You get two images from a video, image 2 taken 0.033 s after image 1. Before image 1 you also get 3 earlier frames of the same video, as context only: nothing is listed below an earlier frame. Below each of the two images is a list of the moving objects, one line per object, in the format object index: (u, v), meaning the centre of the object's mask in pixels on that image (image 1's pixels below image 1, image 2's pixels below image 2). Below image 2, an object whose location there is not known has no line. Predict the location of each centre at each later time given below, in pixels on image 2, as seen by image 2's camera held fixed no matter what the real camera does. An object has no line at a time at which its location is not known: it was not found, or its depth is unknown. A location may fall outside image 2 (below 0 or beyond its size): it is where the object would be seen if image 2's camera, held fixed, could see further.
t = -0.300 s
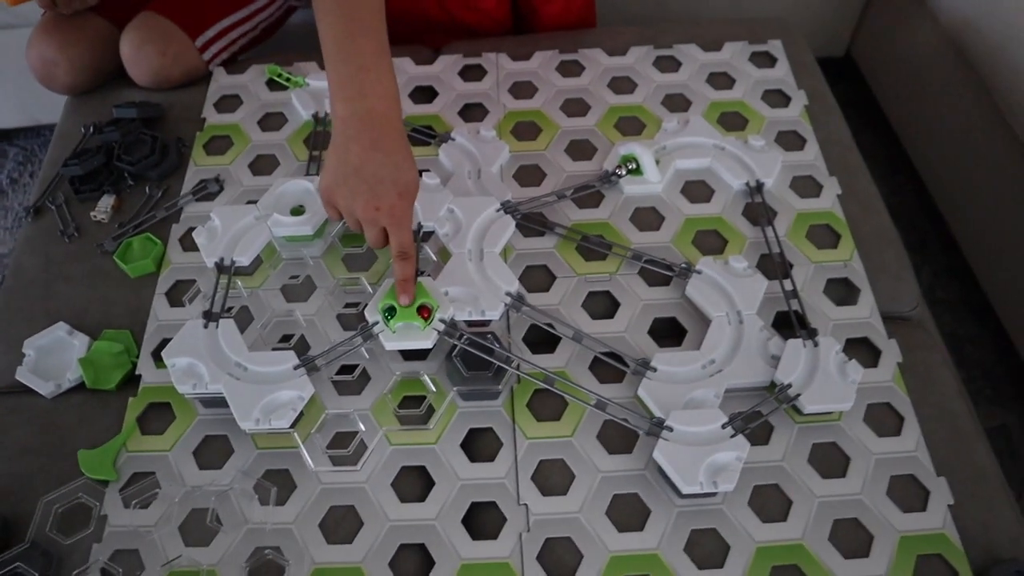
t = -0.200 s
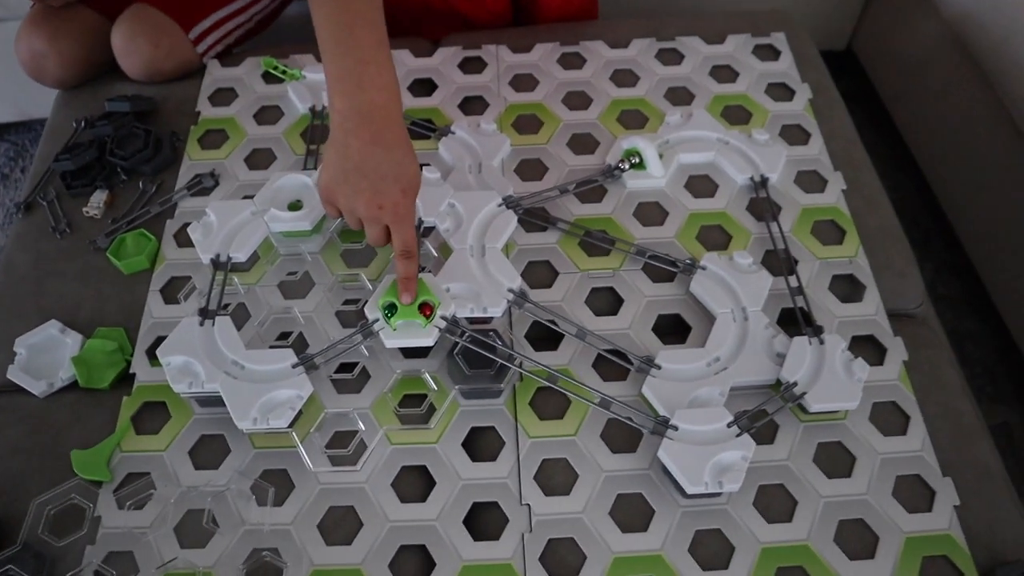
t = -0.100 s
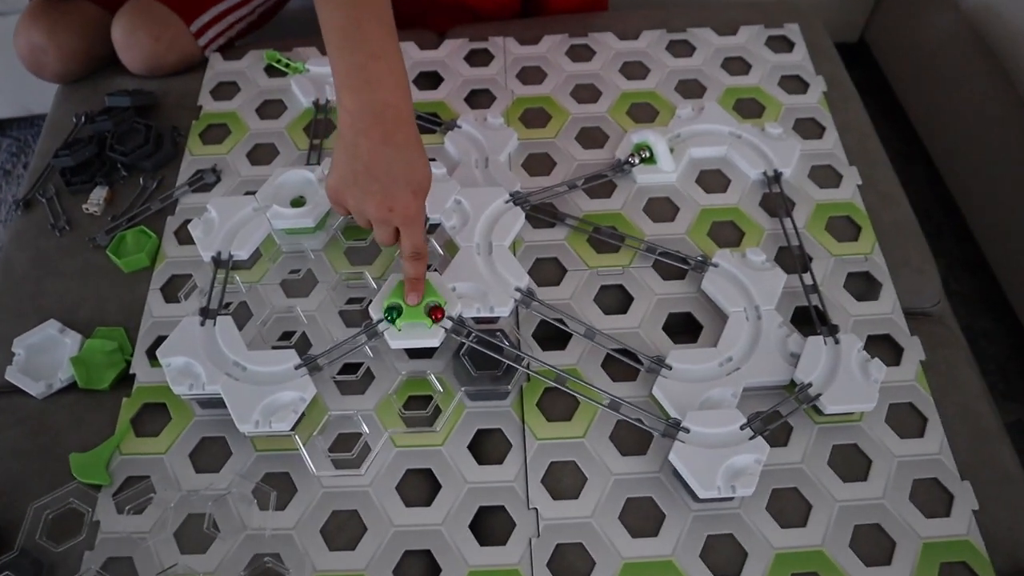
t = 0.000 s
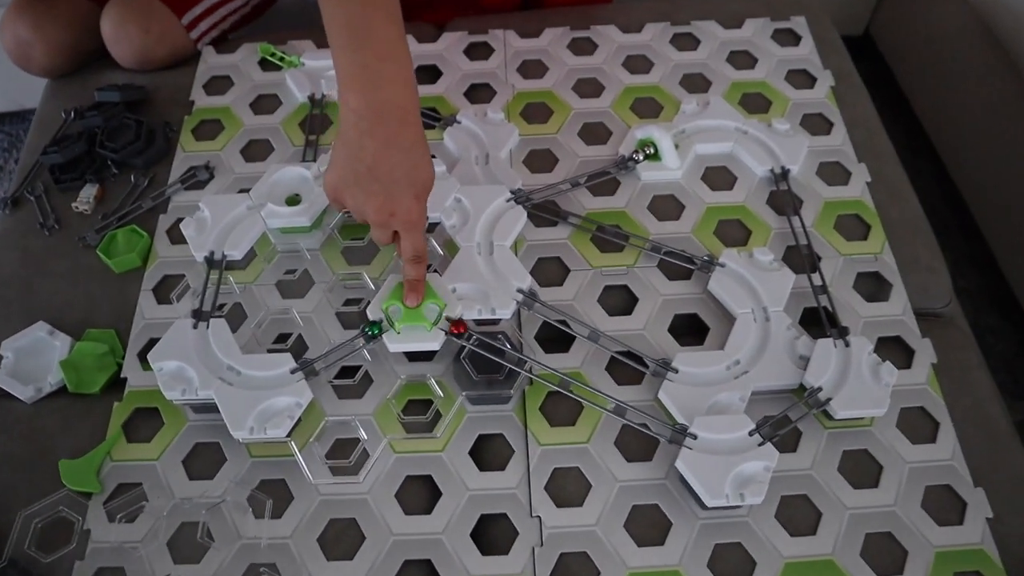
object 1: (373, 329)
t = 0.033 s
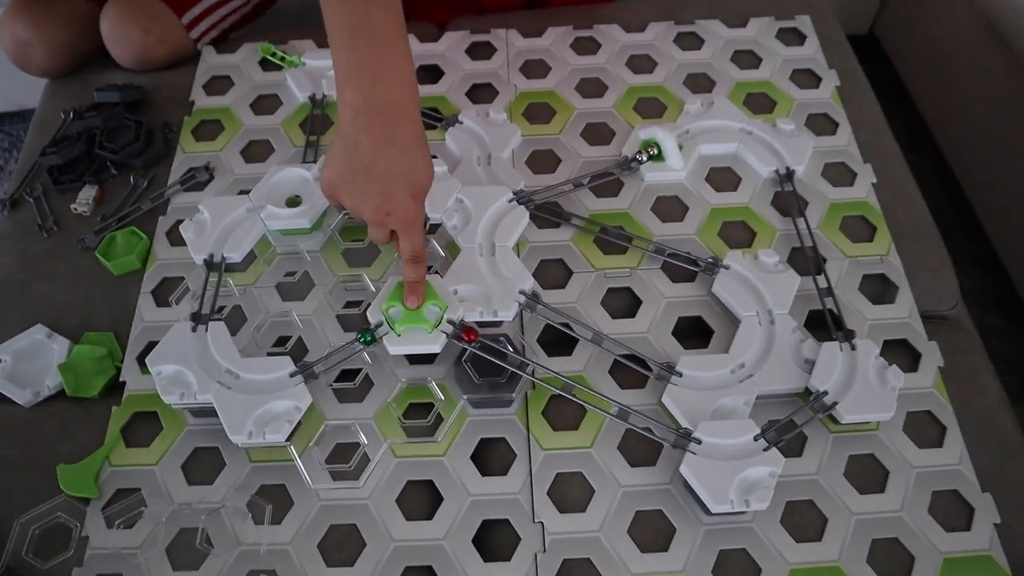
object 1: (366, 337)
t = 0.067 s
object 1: (356, 340)
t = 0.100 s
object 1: (348, 346)
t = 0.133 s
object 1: (338, 351)
